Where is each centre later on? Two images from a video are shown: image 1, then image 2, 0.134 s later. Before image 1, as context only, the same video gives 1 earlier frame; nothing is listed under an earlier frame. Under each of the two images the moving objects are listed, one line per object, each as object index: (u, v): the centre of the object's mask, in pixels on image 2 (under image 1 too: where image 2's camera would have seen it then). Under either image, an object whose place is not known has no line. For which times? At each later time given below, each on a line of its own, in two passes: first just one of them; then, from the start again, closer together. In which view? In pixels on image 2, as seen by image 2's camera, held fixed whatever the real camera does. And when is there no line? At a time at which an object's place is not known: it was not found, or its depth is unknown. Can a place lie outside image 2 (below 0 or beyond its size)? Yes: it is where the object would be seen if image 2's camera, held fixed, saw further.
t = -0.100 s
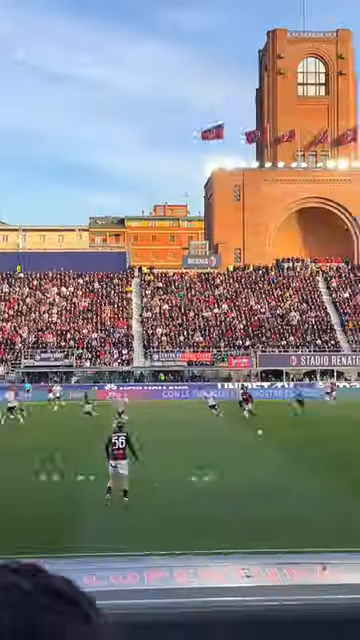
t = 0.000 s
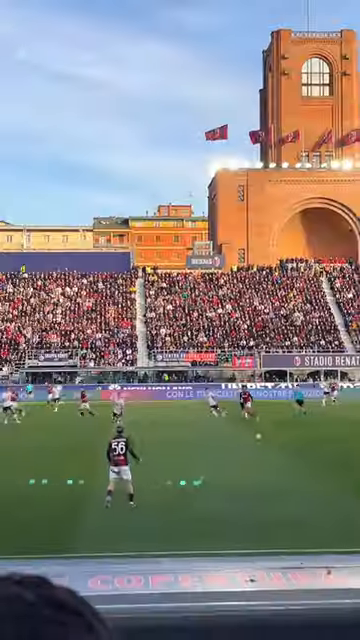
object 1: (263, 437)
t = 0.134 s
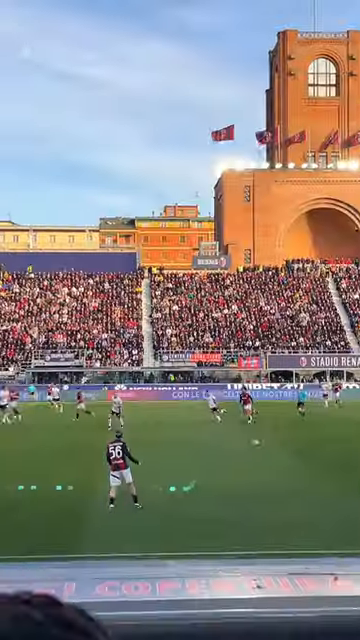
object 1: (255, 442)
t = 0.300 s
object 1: (243, 449)
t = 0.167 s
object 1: (252, 444)
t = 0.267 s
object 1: (245, 447)
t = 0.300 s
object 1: (243, 449)
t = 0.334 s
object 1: (238, 452)
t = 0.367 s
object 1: (235, 453)
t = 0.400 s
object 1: (234, 453)
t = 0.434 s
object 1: (231, 454)
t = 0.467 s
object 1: (228, 455)
